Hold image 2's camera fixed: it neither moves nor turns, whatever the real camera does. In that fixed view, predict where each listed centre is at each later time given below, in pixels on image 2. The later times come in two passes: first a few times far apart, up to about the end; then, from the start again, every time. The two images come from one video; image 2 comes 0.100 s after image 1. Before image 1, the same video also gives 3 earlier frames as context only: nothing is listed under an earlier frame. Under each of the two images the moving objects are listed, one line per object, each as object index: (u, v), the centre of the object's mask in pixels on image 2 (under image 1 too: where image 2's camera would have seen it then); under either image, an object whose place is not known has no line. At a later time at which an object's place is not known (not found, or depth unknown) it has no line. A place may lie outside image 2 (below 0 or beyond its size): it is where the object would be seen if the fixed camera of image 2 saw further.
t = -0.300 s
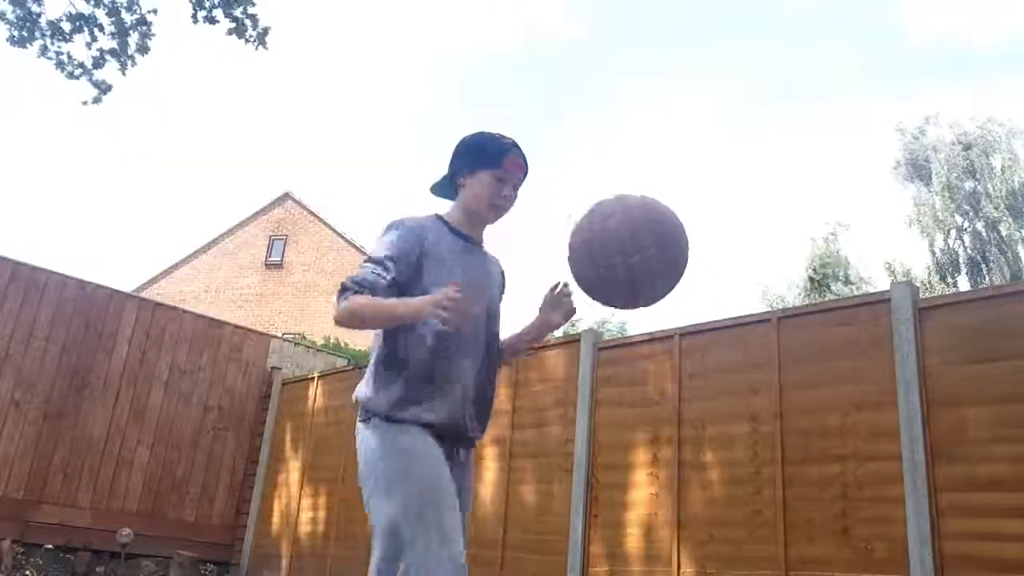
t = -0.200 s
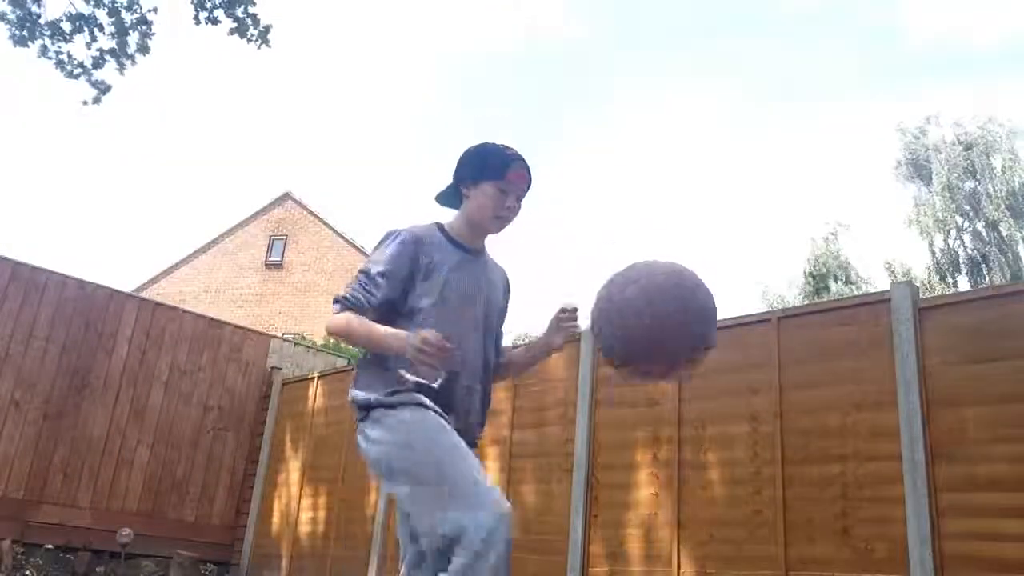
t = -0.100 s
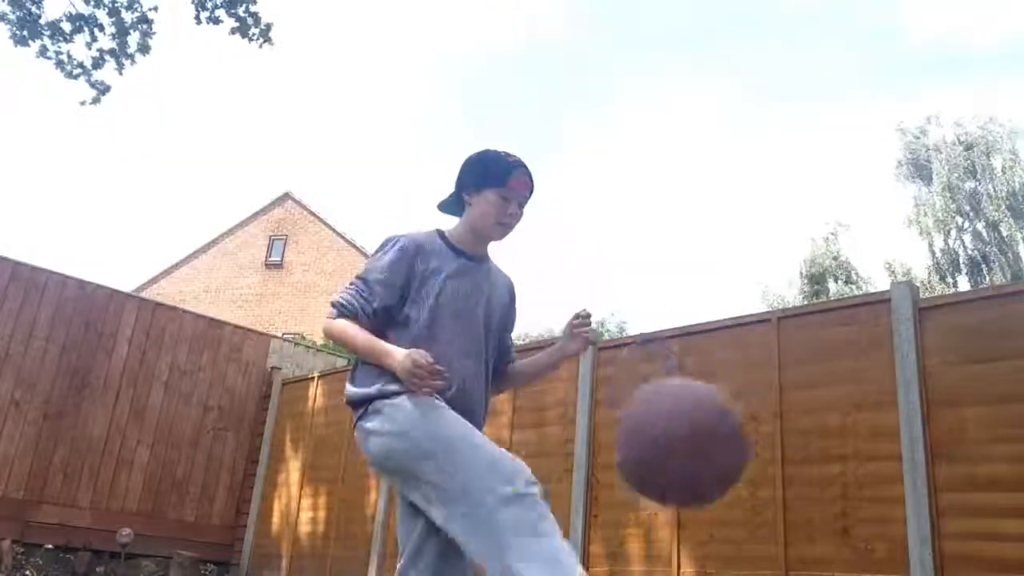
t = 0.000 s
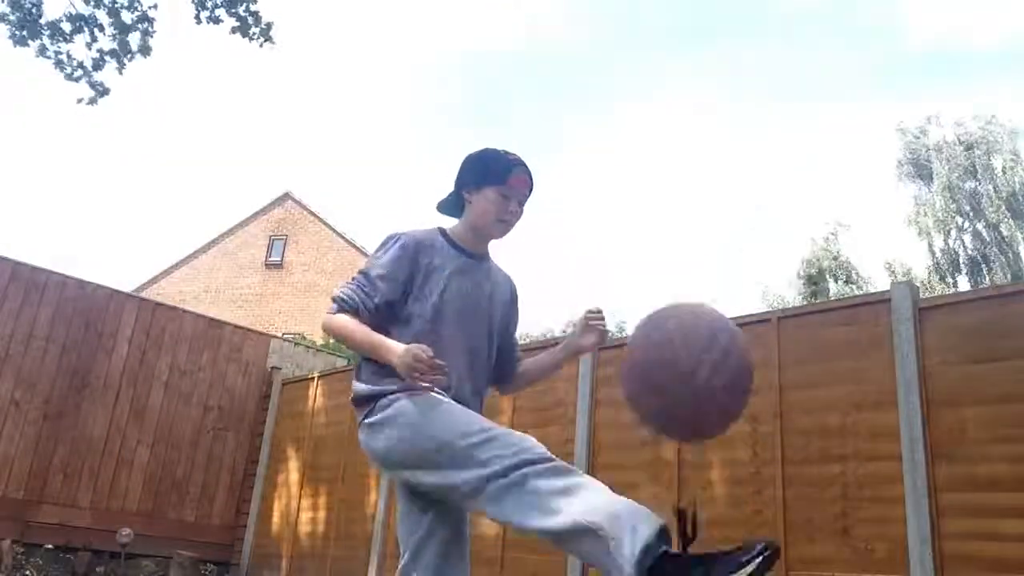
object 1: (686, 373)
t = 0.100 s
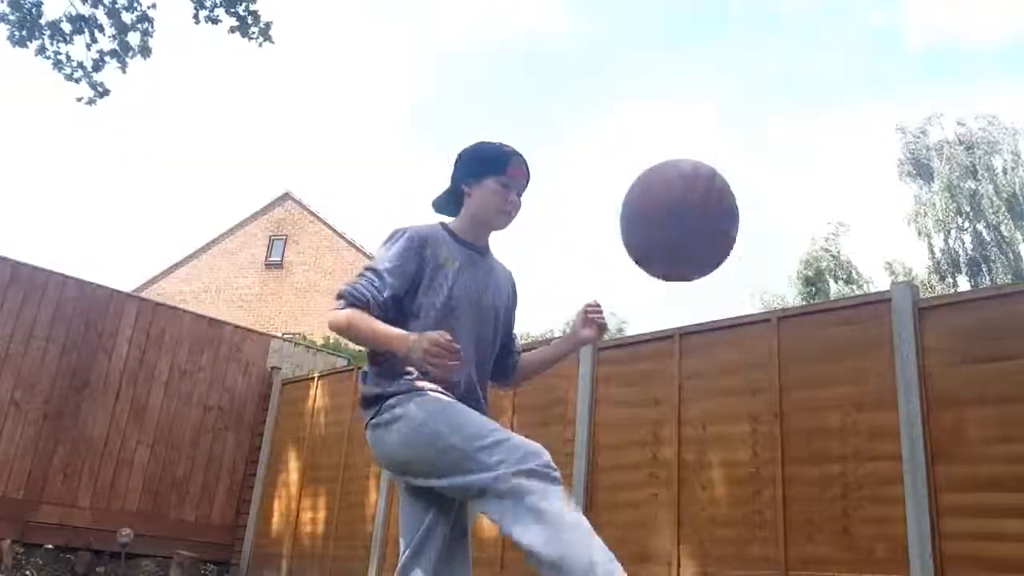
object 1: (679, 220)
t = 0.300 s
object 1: (664, 102)
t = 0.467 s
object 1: (648, 130)
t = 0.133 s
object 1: (677, 186)
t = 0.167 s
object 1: (675, 158)
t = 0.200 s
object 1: (672, 136)
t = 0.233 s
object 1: (669, 119)
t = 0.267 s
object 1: (666, 108)
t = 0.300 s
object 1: (664, 102)
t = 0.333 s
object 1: (661, 100)
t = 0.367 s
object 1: (658, 101)
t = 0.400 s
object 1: (655, 106)
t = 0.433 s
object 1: (652, 116)
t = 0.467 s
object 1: (648, 130)
